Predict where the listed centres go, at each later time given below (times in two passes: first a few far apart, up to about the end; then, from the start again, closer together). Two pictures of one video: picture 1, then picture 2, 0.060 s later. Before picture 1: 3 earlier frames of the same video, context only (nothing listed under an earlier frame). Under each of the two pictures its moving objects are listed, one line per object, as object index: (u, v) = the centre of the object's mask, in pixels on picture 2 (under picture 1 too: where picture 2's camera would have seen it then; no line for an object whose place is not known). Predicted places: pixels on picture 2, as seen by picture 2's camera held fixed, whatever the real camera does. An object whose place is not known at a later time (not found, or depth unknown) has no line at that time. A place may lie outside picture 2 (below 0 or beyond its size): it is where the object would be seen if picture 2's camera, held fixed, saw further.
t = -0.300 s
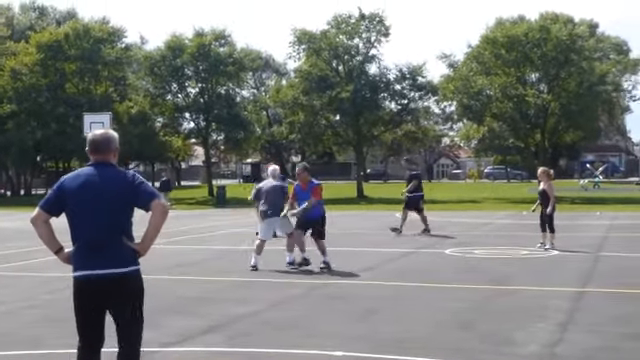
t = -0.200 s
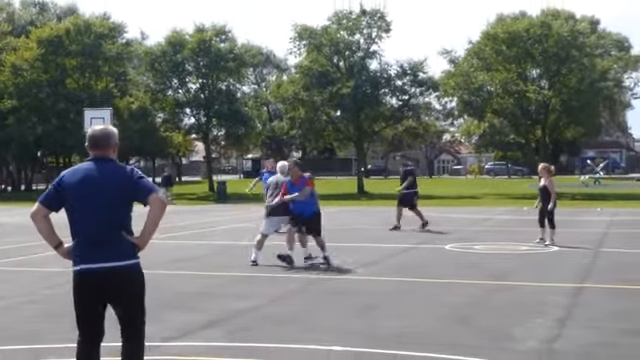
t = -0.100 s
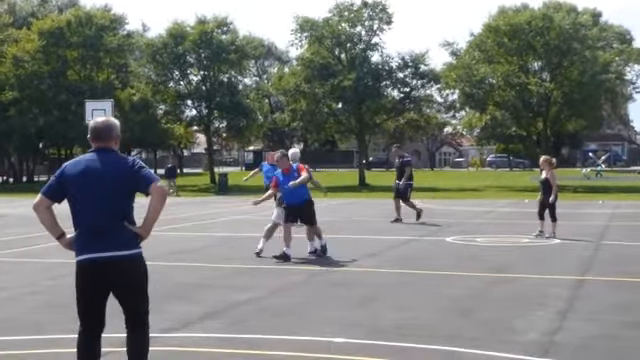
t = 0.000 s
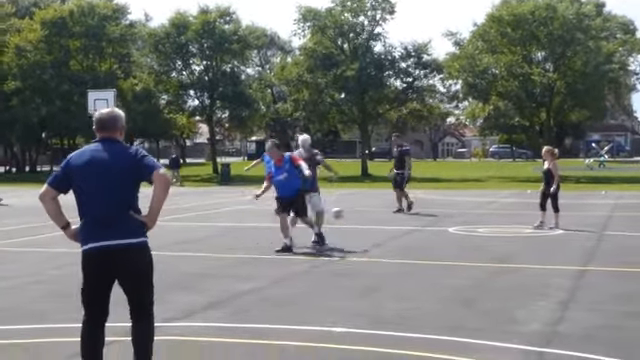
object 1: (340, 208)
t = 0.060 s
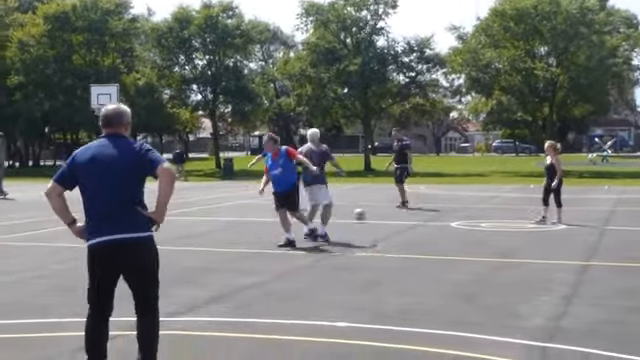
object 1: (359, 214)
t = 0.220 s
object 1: (410, 214)
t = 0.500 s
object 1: (511, 228)
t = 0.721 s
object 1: (591, 236)
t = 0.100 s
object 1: (372, 217)
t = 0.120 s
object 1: (379, 216)
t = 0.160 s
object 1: (390, 215)
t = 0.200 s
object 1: (403, 214)
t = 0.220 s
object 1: (410, 214)
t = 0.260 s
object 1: (424, 215)
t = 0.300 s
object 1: (436, 217)
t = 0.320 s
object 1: (445, 219)
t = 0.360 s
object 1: (460, 224)
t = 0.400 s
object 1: (475, 229)
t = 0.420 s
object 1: (483, 232)
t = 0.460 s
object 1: (497, 231)
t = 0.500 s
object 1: (511, 228)
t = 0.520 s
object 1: (518, 227)
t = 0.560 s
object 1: (530, 227)
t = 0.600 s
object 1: (545, 227)
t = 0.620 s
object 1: (553, 227)
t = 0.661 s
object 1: (568, 230)
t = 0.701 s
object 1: (583, 233)
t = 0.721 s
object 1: (591, 236)
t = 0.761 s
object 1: (607, 242)
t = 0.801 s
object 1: (623, 249)
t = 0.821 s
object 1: (633, 249)
